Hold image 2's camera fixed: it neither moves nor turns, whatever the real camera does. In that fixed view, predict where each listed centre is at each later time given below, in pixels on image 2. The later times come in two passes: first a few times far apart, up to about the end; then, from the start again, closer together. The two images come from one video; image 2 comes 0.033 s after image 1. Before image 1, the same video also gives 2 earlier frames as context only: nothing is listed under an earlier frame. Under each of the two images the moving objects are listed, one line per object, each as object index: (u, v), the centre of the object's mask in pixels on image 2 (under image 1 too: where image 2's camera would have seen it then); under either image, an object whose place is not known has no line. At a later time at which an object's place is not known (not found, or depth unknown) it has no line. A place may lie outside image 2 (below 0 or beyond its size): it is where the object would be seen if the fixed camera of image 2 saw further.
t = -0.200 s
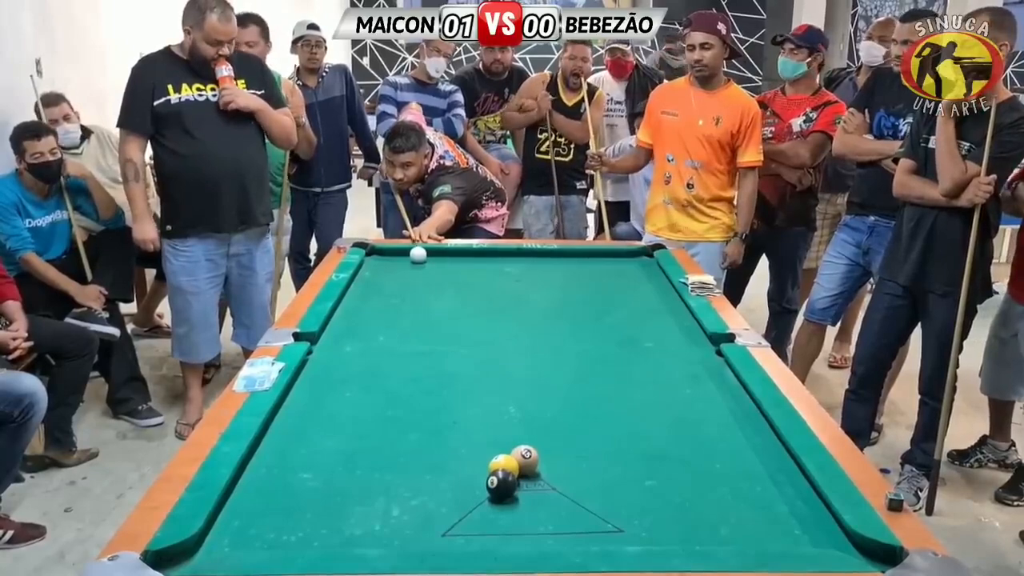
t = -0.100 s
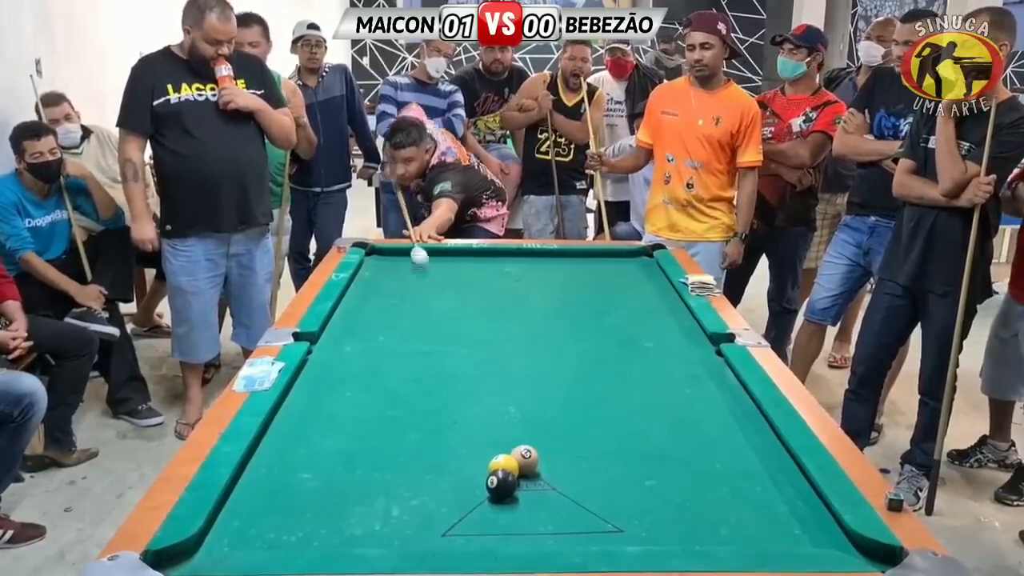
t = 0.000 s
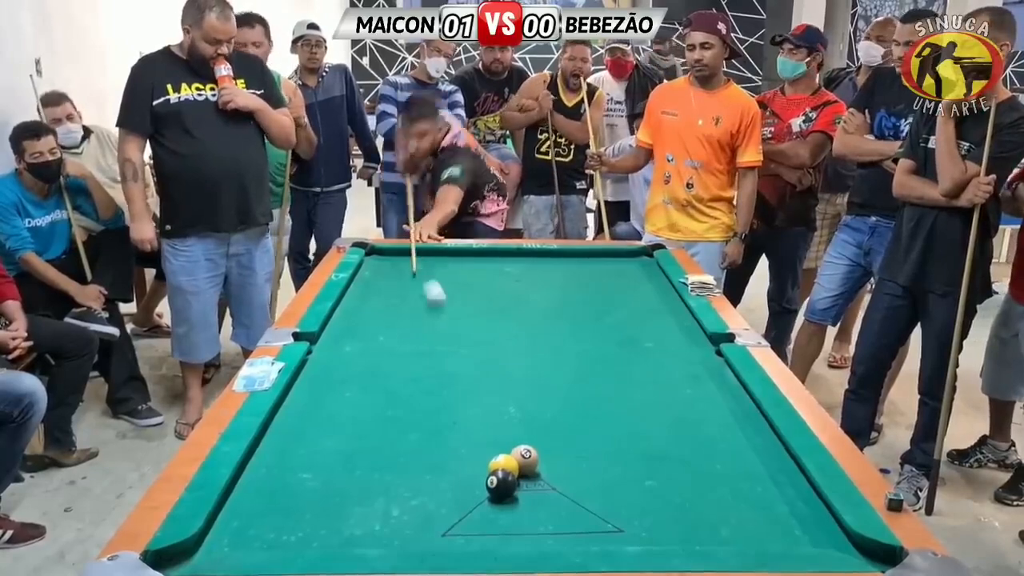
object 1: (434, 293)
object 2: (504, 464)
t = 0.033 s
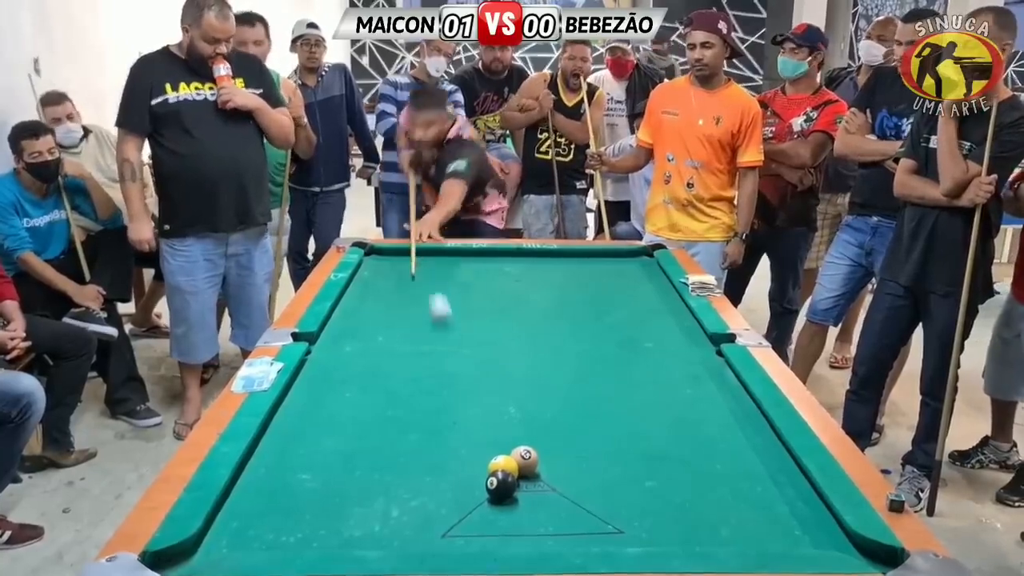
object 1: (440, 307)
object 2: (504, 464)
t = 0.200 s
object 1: (482, 407)
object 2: (504, 465)
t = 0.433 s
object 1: (294, 499)
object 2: (555, 476)
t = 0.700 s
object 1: (353, 528)
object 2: (621, 483)
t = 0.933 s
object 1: (475, 506)
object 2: (677, 488)
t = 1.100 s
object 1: (553, 493)
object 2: (716, 493)
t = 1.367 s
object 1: (662, 476)
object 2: (774, 499)
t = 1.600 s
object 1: (748, 461)
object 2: (804, 503)
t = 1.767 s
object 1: (756, 450)
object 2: (787, 504)
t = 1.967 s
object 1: (708, 436)
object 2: (769, 506)
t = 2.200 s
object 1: (658, 421)
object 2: (752, 507)
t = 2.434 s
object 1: (613, 407)
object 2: (738, 509)
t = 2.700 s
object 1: (567, 394)
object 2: (726, 509)
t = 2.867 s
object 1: (542, 387)
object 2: (721, 509)
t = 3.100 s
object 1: (511, 377)
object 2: (718, 509)
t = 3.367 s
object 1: (478, 368)
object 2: (718, 508)
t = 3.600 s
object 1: (454, 360)
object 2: (718, 509)
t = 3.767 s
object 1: (438, 355)
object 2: (718, 508)
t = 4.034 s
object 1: (416, 348)
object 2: (718, 508)
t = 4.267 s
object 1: (398, 343)
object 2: (718, 508)
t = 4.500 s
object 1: (383, 338)
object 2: (718, 508)
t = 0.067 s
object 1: (446, 323)
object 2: (504, 465)
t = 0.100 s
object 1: (453, 339)
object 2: (504, 465)
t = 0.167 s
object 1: (471, 382)
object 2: (504, 465)
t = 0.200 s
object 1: (482, 407)
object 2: (504, 465)
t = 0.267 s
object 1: (478, 455)
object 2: (510, 468)
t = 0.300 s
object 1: (443, 464)
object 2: (520, 472)
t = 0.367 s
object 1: (370, 480)
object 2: (538, 475)
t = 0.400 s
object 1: (333, 489)
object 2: (546, 475)
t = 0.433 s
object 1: (294, 499)
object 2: (555, 476)
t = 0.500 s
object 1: (228, 523)
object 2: (572, 479)
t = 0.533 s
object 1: (243, 531)
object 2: (580, 479)
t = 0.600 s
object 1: (285, 539)
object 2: (597, 481)
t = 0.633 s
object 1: (309, 536)
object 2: (605, 481)
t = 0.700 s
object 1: (353, 528)
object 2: (621, 483)
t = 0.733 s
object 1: (372, 525)
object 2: (630, 484)
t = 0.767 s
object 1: (392, 519)
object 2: (638, 484)
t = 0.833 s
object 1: (426, 514)
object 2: (654, 485)
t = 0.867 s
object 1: (442, 512)
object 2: (662, 486)
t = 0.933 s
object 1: (475, 506)
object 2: (677, 488)
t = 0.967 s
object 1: (491, 503)
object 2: (685, 489)
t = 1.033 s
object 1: (522, 499)
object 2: (701, 491)
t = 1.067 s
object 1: (537, 497)
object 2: (708, 491)
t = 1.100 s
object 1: (553, 493)
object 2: (716, 493)
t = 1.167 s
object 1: (581, 490)
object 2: (731, 494)
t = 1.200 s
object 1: (595, 487)
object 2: (738, 494)
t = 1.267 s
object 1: (622, 483)
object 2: (752, 496)
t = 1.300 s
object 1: (635, 480)
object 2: (760, 497)
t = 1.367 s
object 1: (662, 476)
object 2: (774, 499)
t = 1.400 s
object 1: (675, 474)
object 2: (781, 499)
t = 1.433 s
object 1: (687, 472)
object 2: (789, 500)
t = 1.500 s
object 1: (712, 468)
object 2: (803, 502)
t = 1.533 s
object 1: (723, 466)
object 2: (809, 501)
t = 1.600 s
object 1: (748, 461)
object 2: (804, 503)
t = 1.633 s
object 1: (762, 459)
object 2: (800, 503)
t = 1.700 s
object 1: (776, 455)
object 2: (793, 503)
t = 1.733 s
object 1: (765, 453)
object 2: (790, 504)
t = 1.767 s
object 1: (756, 450)
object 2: (787, 504)
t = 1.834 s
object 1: (739, 444)
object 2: (781, 504)
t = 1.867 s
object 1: (731, 442)
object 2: (778, 505)
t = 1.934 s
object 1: (715, 438)
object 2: (772, 505)
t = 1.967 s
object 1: (708, 436)
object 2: (769, 506)
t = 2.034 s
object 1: (692, 431)
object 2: (764, 507)
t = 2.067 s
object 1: (686, 429)
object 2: (762, 507)
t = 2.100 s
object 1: (677, 426)
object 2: (759, 507)
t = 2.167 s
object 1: (664, 423)
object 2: (754, 507)
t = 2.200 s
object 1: (658, 421)
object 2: (752, 507)
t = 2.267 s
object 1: (645, 416)
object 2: (748, 508)
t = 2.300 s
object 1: (638, 415)
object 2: (746, 508)
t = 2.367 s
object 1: (625, 411)
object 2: (742, 508)
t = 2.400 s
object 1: (619, 409)
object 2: (740, 509)
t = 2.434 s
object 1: (613, 407)
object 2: (738, 509)
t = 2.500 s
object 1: (601, 404)
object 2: (734, 508)
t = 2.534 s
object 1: (595, 402)
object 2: (733, 509)
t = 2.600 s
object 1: (584, 399)
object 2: (730, 509)
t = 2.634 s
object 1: (578, 397)
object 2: (728, 509)
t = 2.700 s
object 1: (567, 394)
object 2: (726, 509)
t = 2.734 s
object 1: (562, 392)
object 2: (725, 509)
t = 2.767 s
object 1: (557, 391)
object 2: (723, 509)
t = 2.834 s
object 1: (547, 388)
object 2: (722, 509)
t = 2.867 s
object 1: (542, 387)
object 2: (721, 509)
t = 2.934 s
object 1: (533, 384)
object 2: (720, 509)
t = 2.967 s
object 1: (528, 382)
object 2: (719, 509)
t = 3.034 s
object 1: (519, 380)
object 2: (718, 509)
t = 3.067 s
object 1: (515, 379)
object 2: (718, 509)
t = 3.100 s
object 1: (511, 377)
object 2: (718, 509)
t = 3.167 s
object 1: (502, 374)
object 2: (718, 508)
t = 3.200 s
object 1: (498, 373)
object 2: (718, 508)
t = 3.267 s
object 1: (490, 371)
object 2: (718, 508)
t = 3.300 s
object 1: (485, 370)
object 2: (718, 508)
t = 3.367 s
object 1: (478, 368)
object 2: (718, 508)
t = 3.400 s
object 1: (474, 366)
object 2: (718, 508)
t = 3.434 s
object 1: (471, 365)
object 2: (718, 508)
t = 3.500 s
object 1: (464, 363)
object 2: (718, 508)
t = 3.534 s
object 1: (460, 362)
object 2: (718, 508)
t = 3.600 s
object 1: (454, 360)
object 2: (718, 509)
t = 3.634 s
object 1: (450, 359)
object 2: (718, 508)
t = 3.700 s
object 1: (444, 357)
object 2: (718, 508)
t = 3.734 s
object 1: (441, 356)
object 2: (718, 508)
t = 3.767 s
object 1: (438, 355)
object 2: (718, 508)
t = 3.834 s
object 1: (432, 353)
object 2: (718, 508)
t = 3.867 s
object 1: (429, 352)
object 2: (718, 508)
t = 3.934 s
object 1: (424, 351)
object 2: (718, 508)
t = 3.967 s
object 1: (421, 350)
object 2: (718, 508)
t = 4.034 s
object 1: (416, 348)
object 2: (718, 508)
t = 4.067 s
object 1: (413, 347)
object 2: (718, 508)
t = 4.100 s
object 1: (410, 346)
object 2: (718, 508)
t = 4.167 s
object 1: (405, 345)
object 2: (718, 508)
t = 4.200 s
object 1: (403, 344)
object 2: (718, 508)
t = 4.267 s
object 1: (398, 343)
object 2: (718, 508)
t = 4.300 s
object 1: (396, 342)
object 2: (718, 508)
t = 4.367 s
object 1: (392, 341)
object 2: (718, 508)
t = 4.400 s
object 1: (390, 340)
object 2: (718, 508)
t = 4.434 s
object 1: (388, 339)
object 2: (718, 508)
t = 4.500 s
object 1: (383, 338)
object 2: (718, 508)
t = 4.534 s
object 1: (381, 338)
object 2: (718, 508)
